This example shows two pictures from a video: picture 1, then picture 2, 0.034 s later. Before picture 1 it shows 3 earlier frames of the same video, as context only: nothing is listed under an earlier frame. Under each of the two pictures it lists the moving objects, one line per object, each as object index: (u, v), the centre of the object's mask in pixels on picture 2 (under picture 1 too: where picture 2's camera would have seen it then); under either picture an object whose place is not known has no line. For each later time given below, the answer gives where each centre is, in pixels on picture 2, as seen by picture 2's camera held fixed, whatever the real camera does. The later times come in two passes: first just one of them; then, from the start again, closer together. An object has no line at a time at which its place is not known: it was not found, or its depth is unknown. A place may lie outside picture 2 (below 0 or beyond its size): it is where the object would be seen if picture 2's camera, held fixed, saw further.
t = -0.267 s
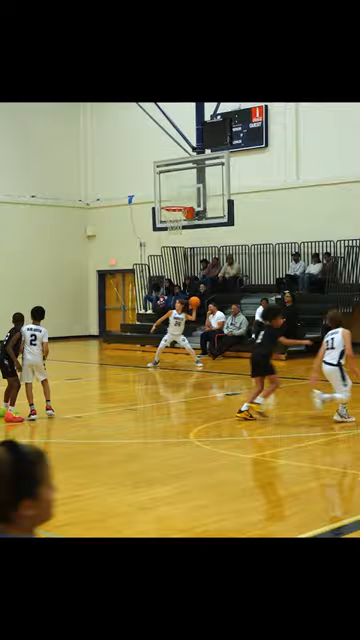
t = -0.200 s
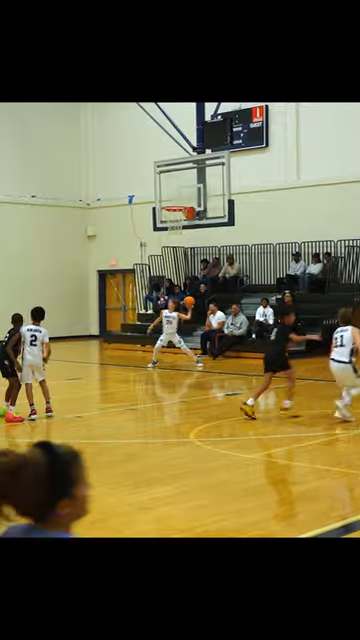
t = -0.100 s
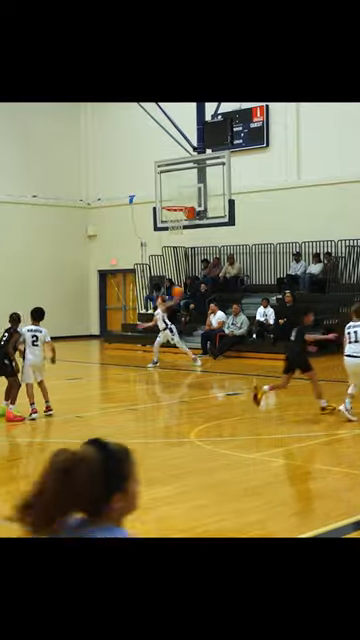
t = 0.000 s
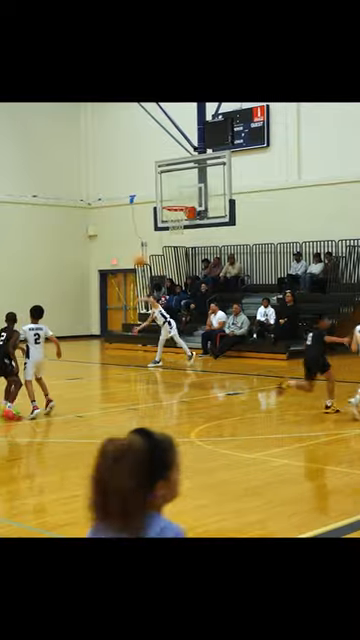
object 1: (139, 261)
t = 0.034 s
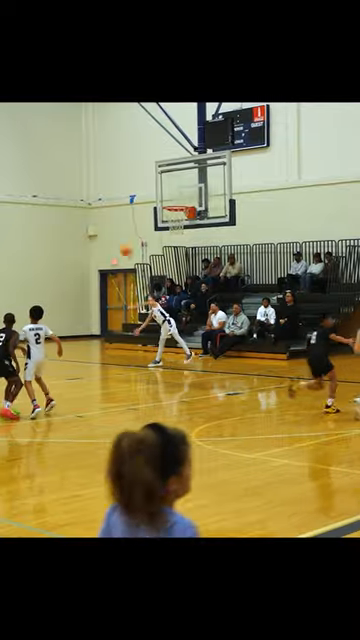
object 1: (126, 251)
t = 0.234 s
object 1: (35, 197)
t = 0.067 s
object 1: (111, 239)
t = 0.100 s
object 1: (96, 231)
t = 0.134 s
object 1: (81, 222)
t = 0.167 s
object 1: (66, 213)
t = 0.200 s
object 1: (51, 205)
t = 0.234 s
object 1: (35, 197)
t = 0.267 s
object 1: (19, 188)
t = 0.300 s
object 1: (3, 181)
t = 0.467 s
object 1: (-72, 147)
